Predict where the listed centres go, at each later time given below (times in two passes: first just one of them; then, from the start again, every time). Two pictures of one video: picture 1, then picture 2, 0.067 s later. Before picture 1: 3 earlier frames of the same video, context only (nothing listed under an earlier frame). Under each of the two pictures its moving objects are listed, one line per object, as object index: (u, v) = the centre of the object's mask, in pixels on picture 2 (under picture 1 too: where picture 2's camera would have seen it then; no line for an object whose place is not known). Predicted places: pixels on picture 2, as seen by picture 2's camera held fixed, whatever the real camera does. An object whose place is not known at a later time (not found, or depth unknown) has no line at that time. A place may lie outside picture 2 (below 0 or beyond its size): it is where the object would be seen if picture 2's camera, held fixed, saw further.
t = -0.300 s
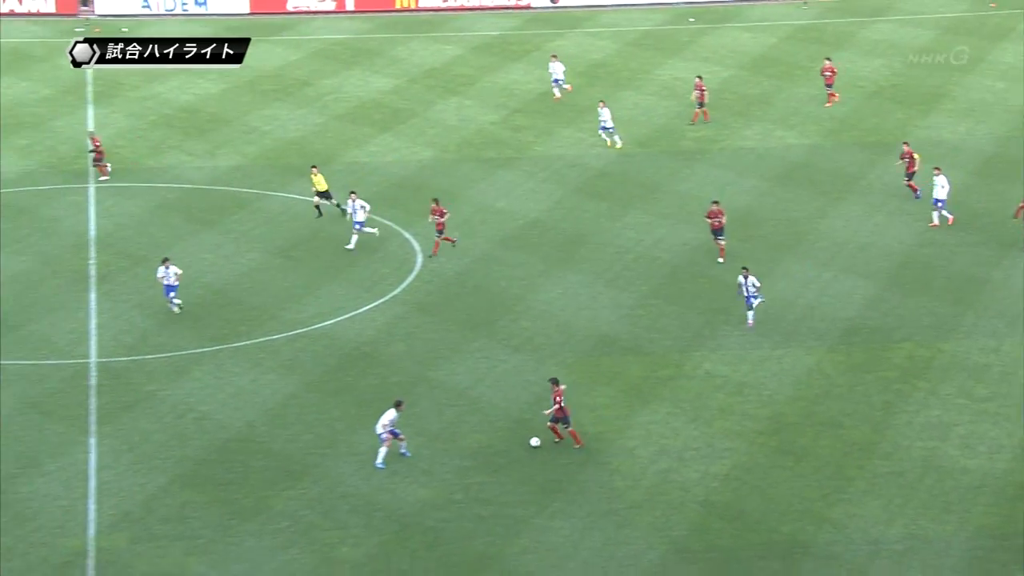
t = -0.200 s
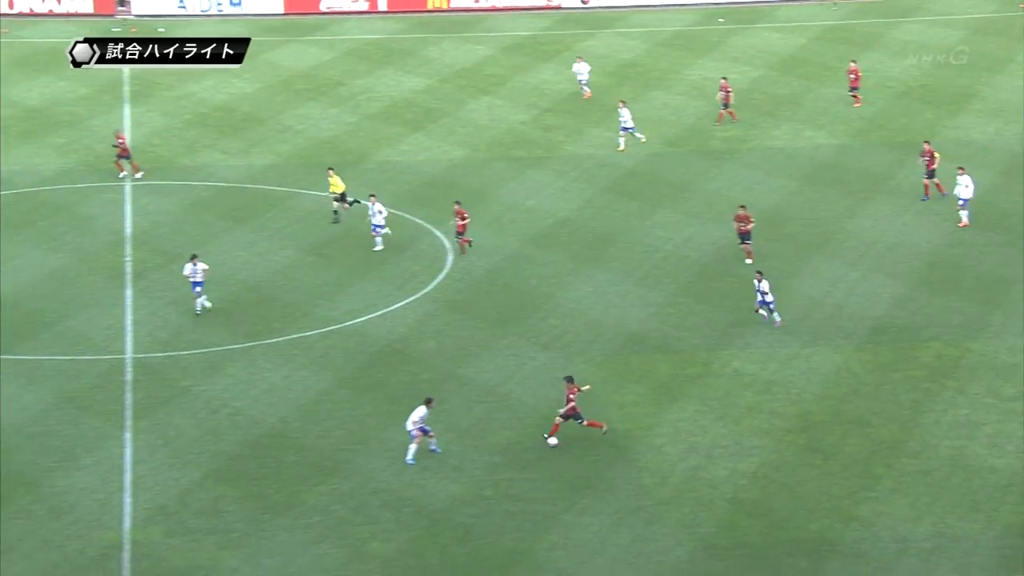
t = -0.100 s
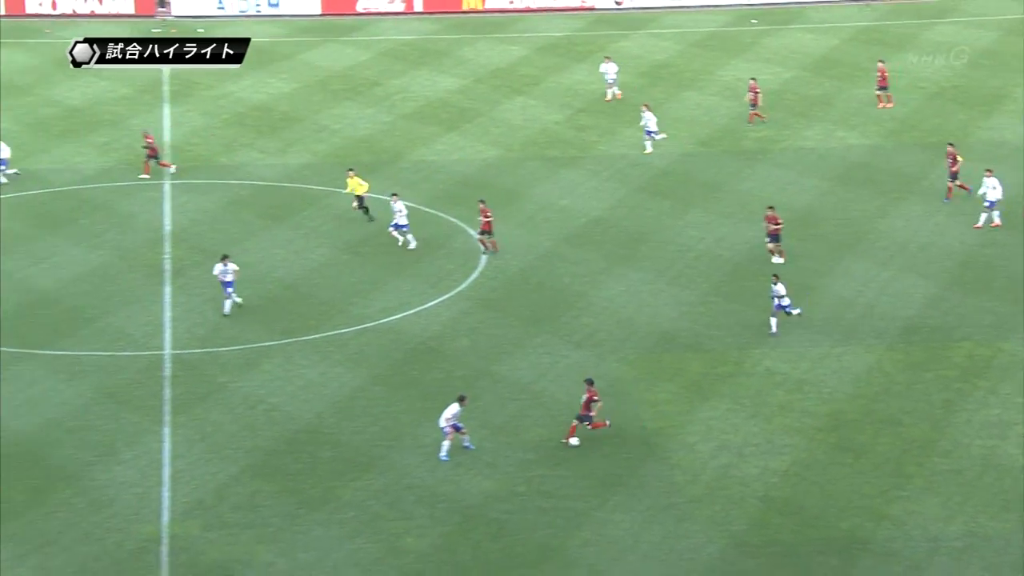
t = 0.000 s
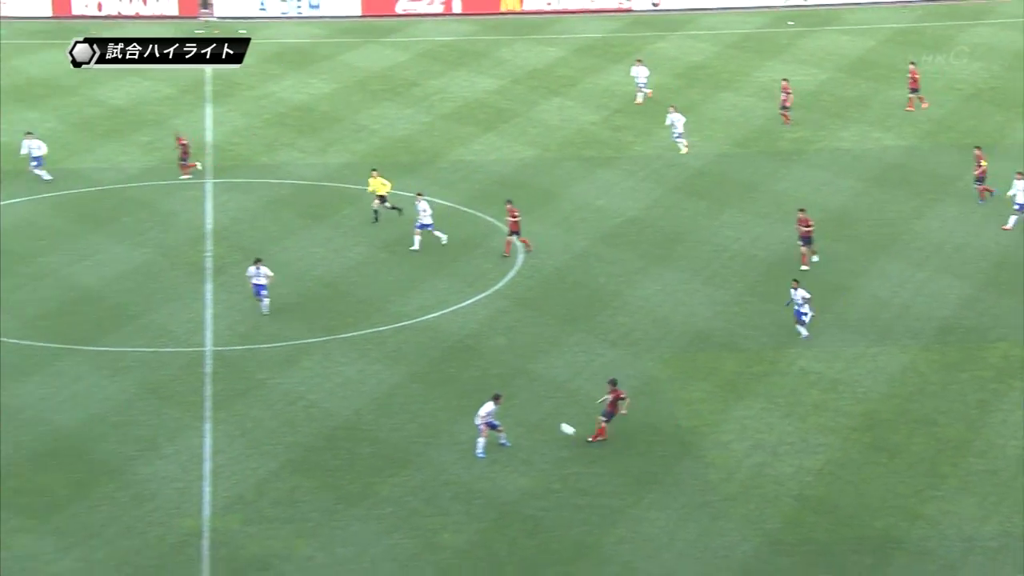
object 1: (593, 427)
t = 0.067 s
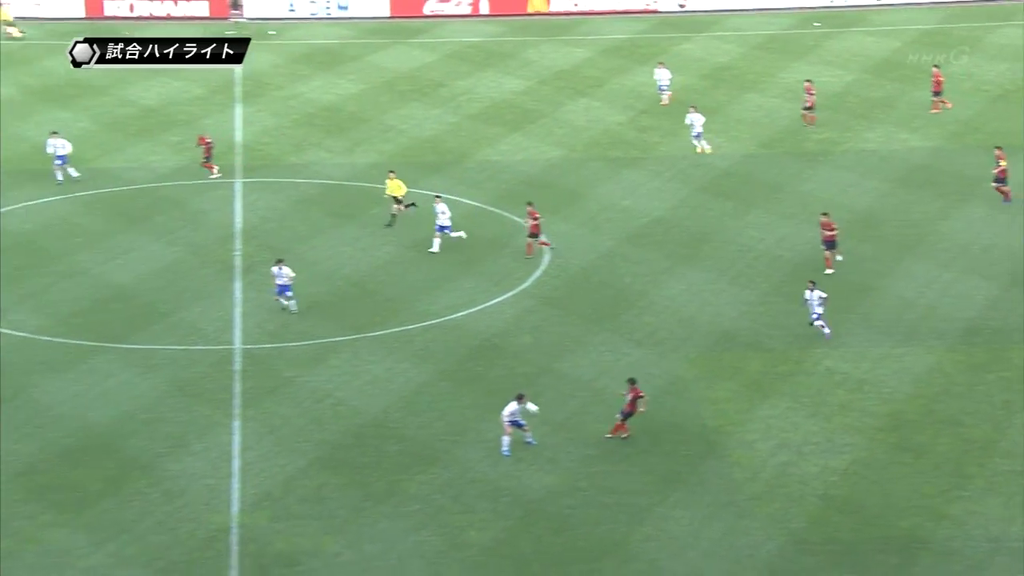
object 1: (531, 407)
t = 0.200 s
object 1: (417, 370)
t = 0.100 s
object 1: (502, 397)
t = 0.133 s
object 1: (473, 388)
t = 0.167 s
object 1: (444, 379)
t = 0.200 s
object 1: (417, 370)
